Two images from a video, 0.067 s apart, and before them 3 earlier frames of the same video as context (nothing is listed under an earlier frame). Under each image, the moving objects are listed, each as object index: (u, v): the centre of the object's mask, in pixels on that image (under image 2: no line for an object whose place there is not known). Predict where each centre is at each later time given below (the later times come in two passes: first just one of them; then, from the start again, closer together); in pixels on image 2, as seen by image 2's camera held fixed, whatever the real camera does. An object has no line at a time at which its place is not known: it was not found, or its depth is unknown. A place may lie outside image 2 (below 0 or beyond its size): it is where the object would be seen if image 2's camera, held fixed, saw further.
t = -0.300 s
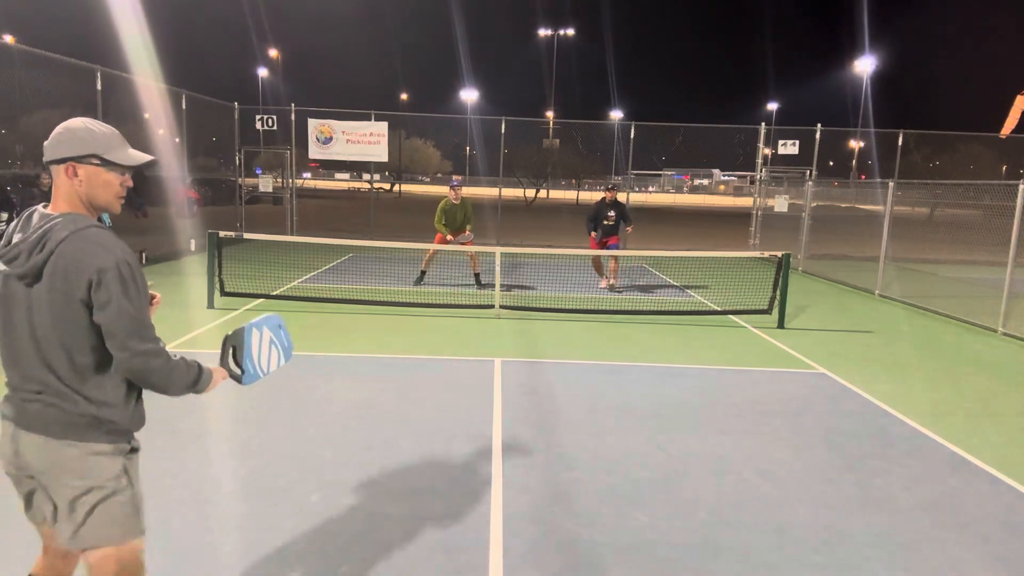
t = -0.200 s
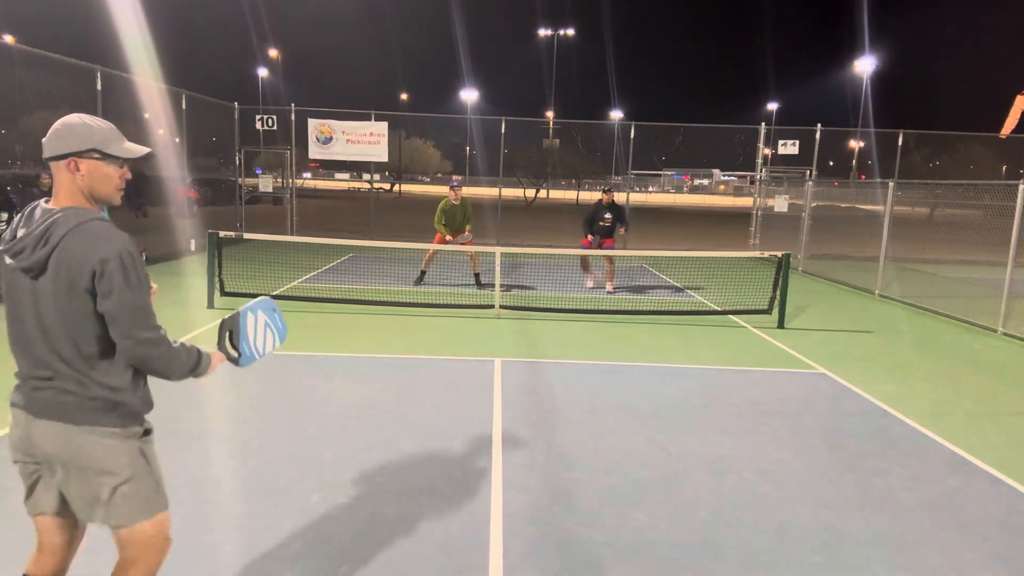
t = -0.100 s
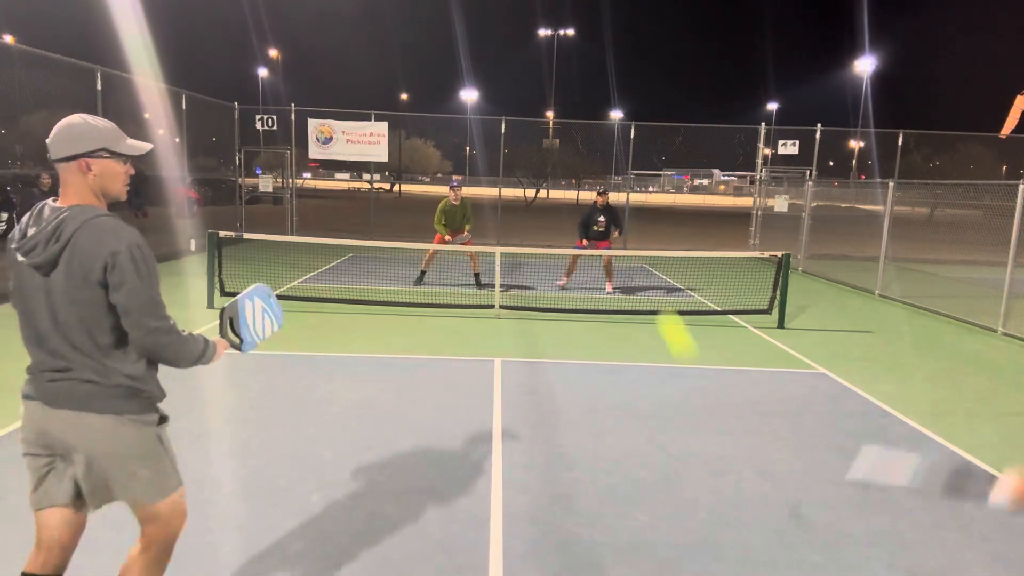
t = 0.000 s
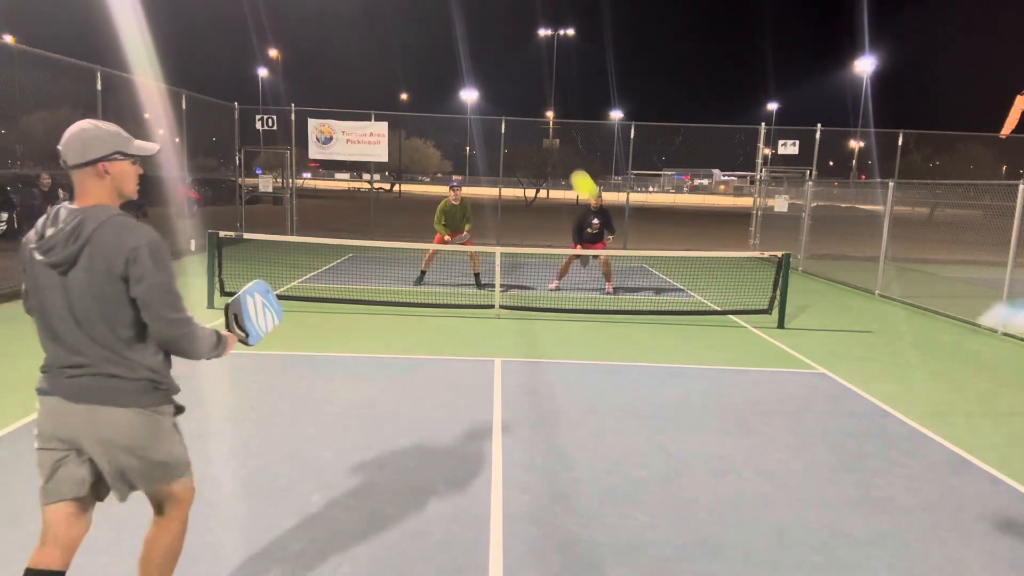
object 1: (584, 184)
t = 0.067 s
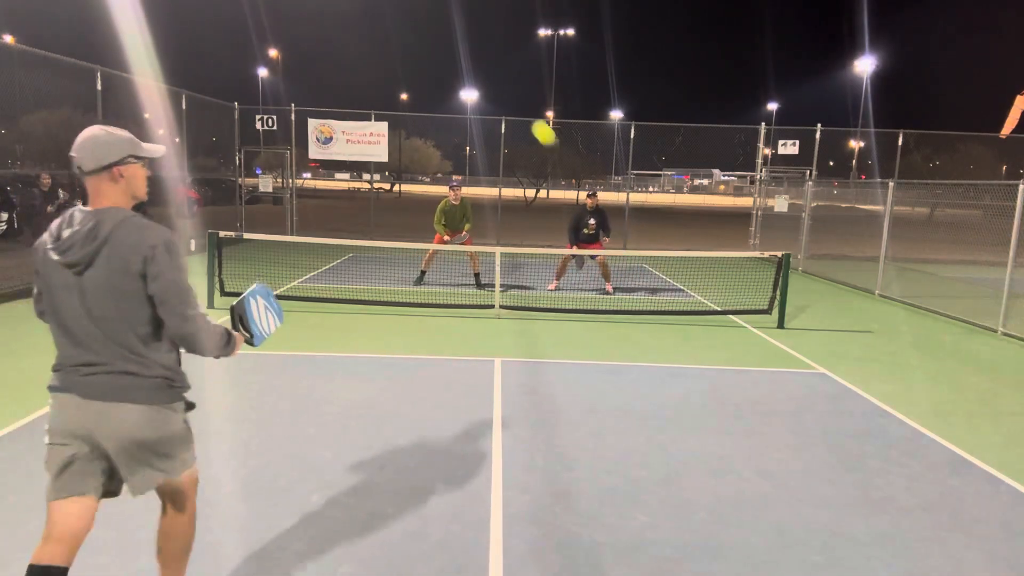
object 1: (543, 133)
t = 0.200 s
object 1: (486, 83)
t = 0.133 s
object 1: (511, 100)
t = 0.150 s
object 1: (504, 94)
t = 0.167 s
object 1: (498, 90)
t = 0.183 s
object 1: (492, 86)
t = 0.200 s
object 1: (486, 83)
